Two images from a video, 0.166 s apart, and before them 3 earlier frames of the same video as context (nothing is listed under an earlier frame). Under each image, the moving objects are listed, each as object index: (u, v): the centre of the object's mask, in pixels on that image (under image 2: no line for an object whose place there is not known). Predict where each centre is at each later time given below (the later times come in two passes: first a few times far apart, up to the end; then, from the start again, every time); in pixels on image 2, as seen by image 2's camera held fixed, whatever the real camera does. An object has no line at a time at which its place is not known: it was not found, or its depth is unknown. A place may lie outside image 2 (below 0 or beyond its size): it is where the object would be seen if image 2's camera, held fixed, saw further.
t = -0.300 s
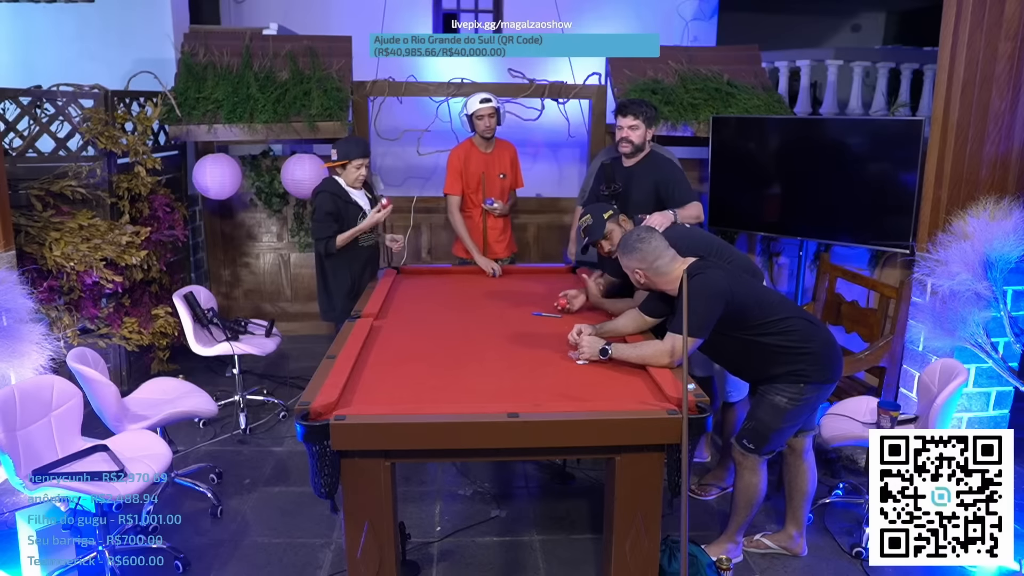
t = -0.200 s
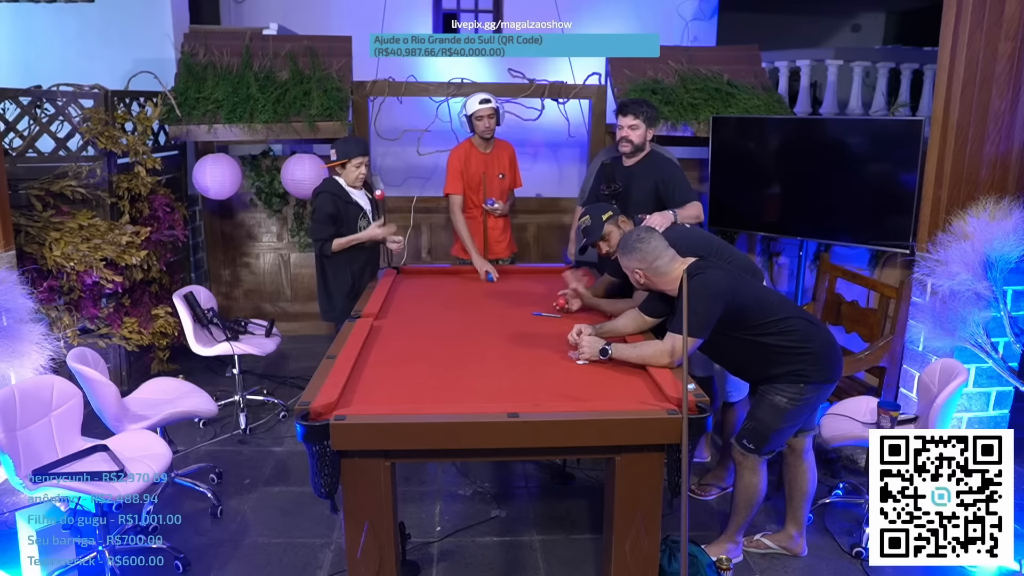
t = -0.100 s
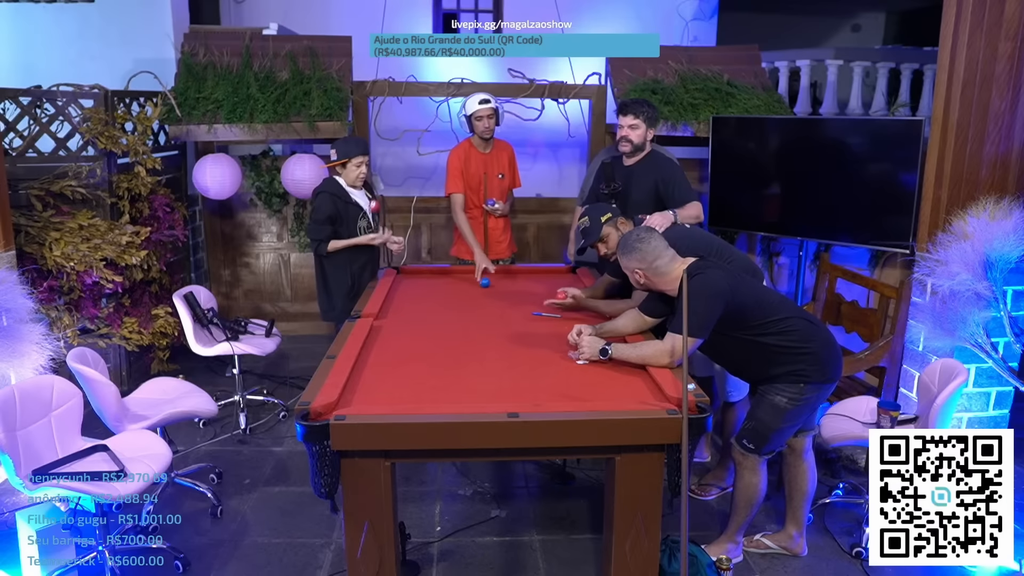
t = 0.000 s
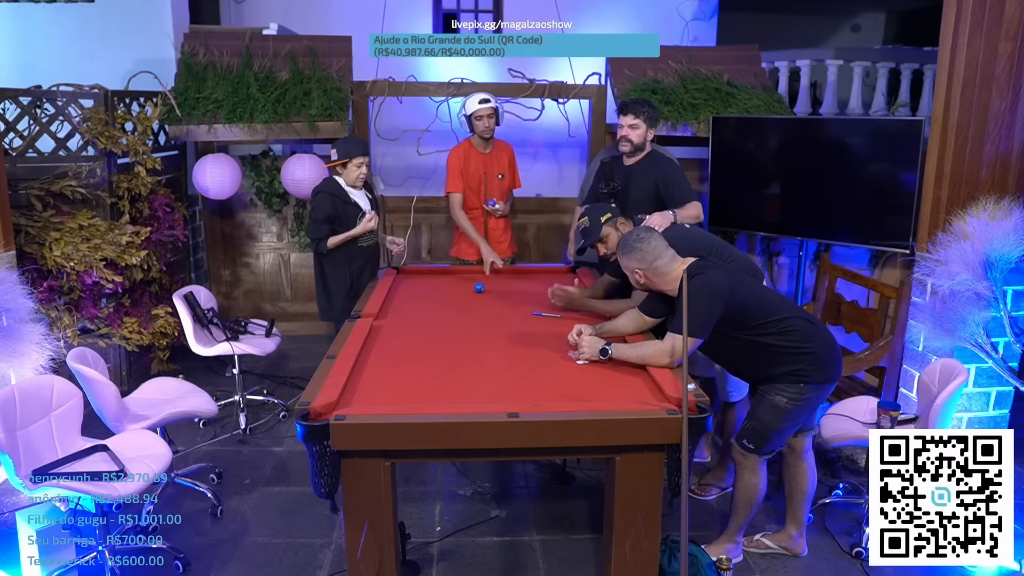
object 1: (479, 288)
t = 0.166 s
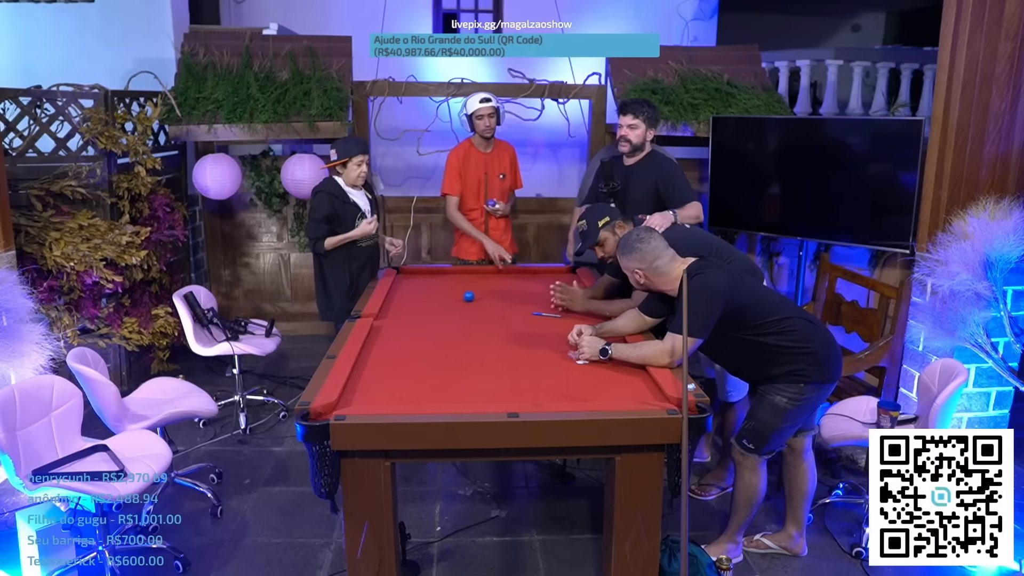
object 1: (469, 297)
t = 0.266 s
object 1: (462, 303)
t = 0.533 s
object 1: (443, 320)
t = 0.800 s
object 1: (419, 339)
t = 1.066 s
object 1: (392, 362)
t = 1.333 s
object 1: (359, 389)
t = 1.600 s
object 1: (346, 404)
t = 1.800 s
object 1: (356, 401)
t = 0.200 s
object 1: (468, 300)
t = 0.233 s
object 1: (465, 301)
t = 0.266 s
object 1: (462, 303)
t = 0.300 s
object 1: (460, 305)
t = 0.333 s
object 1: (458, 307)
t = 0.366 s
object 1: (456, 309)
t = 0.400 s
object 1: (453, 311)
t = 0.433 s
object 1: (450, 313)
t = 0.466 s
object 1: (448, 315)
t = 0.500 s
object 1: (445, 317)
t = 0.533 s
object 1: (443, 320)
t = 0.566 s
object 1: (440, 322)
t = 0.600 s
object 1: (437, 324)
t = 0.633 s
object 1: (434, 326)
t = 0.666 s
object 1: (431, 329)
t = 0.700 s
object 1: (429, 332)
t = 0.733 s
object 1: (426, 334)
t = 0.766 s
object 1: (423, 336)
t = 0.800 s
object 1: (419, 339)
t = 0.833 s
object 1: (416, 342)
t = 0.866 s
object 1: (413, 344)
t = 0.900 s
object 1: (410, 347)
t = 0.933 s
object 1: (406, 350)
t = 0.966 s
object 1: (403, 353)
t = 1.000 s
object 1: (399, 356)
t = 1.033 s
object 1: (396, 359)
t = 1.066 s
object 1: (392, 362)
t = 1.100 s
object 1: (388, 365)
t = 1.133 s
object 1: (384, 369)
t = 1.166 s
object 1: (381, 372)
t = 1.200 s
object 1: (376, 375)
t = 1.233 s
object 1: (372, 379)
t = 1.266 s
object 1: (368, 382)
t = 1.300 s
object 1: (363, 386)
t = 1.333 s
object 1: (359, 389)
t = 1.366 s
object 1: (354, 394)
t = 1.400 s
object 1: (349, 398)
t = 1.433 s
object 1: (346, 400)
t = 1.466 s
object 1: (346, 402)
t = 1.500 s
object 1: (346, 404)
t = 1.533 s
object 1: (342, 404)
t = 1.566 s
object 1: (343, 403)
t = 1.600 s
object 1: (346, 404)
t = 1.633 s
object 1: (349, 403)
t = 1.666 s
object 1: (351, 403)
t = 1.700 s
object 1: (353, 403)
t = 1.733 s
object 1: (354, 402)
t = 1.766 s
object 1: (355, 402)
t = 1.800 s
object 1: (356, 401)
